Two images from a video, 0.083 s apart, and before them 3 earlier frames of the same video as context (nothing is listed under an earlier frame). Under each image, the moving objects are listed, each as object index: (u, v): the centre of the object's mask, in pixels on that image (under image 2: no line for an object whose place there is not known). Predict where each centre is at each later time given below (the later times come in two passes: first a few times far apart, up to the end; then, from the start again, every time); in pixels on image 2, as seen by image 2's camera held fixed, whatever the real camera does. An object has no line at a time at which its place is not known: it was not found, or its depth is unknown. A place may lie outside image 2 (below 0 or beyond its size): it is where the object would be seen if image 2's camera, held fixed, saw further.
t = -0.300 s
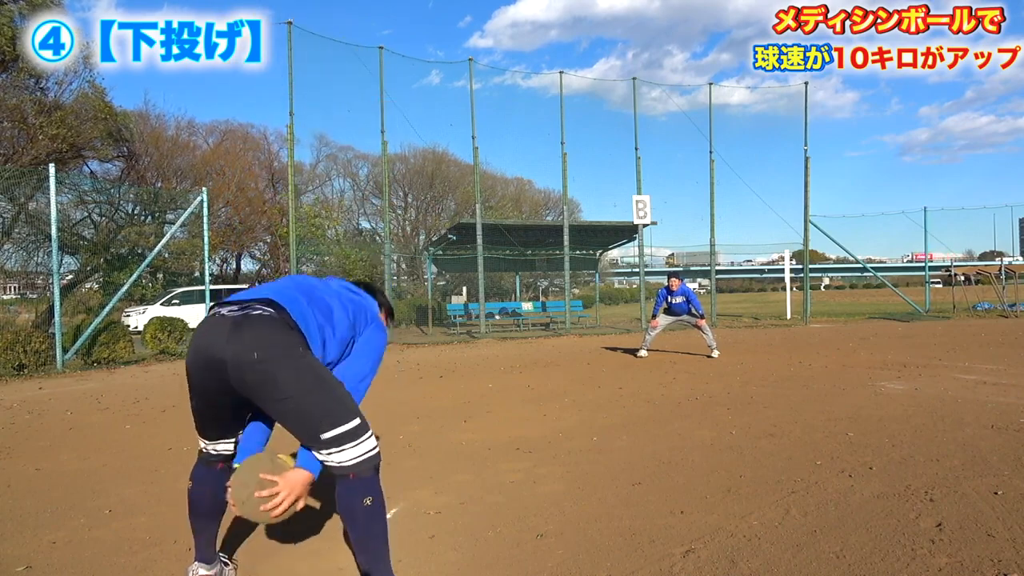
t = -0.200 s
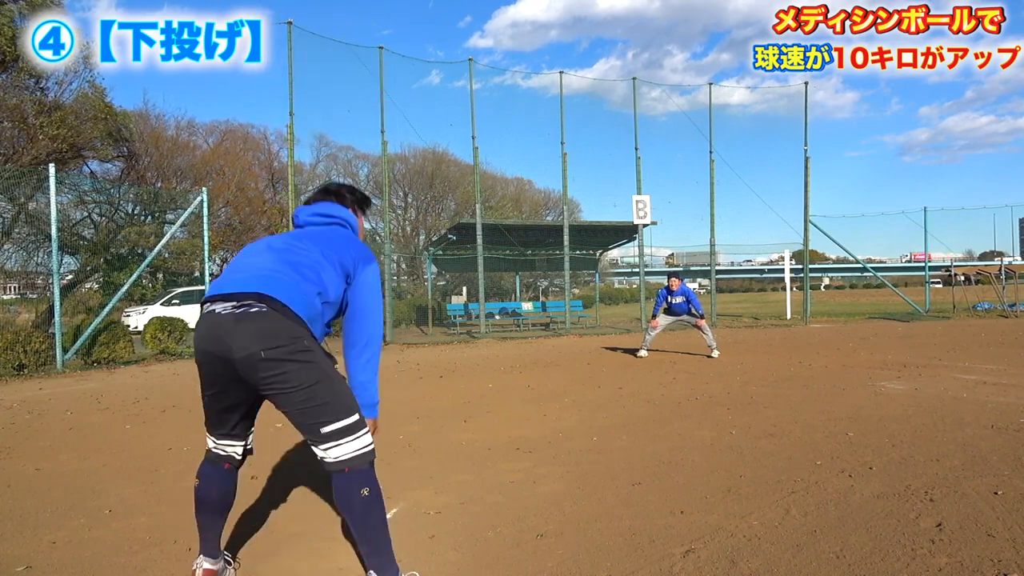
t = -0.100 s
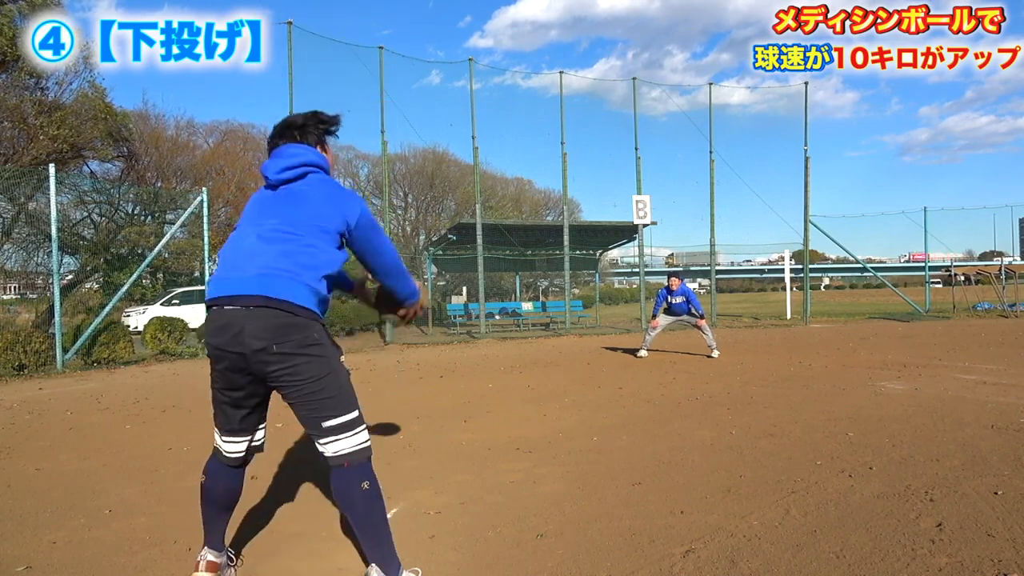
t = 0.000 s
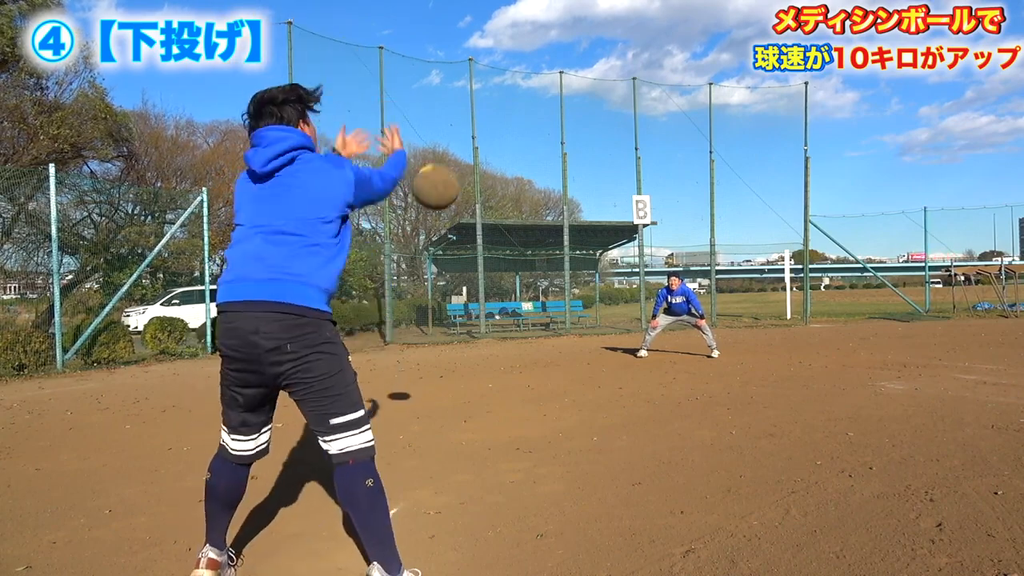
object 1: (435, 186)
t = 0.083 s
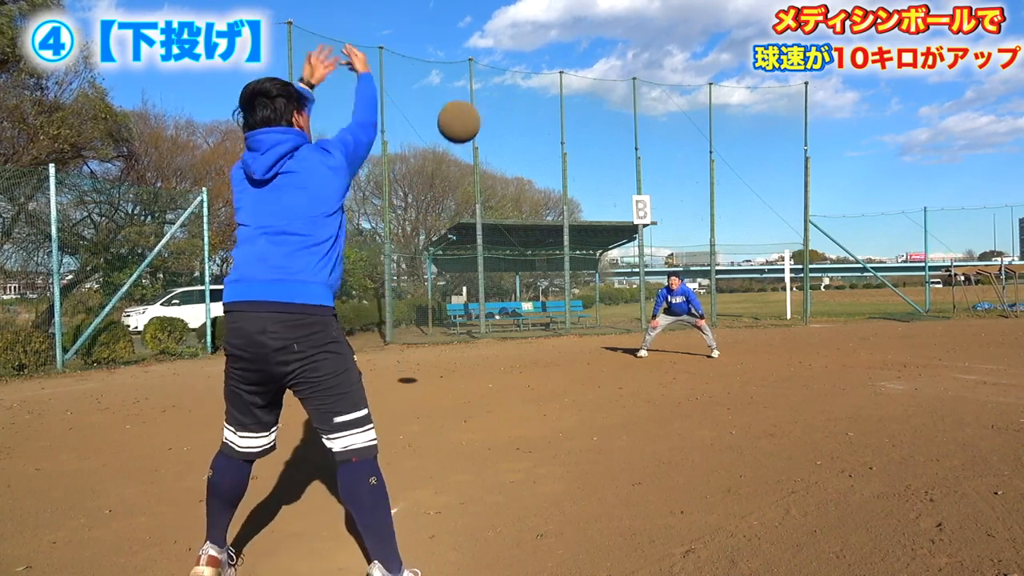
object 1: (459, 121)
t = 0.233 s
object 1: (492, 55)
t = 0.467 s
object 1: (532, 38)
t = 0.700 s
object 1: (562, 86)
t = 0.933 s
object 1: (586, 175)
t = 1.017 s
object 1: (593, 213)
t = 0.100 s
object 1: (463, 111)
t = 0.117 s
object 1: (467, 102)
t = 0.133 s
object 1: (471, 93)
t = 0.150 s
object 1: (475, 85)
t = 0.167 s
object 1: (479, 78)
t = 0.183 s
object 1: (482, 71)
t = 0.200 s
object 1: (486, 65)
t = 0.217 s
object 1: (489, 60)
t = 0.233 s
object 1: (492, 55)
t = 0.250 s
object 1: (495, 51)
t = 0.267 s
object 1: (499, 47)
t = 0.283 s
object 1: (502, 44)
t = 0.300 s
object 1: (505, 41)
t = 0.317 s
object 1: (508, 39)
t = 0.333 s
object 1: (511, 37)
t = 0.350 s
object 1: (513, 36)
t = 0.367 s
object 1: (516, 35)
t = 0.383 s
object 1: (519, 35)
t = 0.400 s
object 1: (522, 35)
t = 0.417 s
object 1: (524, 35)
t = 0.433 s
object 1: (527, 36)
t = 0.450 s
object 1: (529, 37)
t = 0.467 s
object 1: (532, 38)
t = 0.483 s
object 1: (534, 40)
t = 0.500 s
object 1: (536, 42)
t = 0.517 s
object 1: (539, 44)
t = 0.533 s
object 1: (541, 47)
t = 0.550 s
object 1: (543, 49)
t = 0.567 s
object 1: (546, 53)
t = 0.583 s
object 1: (548, 56)
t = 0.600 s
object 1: (550, 59)
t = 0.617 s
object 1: (552, 63)
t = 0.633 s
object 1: (554, 68)
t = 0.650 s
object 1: (556, 72)
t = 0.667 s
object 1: (558, 77)
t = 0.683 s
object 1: (560, 81)
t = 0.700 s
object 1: (562, 86)
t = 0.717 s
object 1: (564, 92)
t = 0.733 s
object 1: (565, 97)
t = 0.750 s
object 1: (567, 103)
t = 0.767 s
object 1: (569, 109)
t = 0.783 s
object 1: (571, 114)
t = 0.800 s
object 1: (573, 121)
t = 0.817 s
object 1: (575, 127)
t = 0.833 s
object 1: (576, 133)
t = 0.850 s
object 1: (578, 140)
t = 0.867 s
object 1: (580, 146)
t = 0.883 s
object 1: (581, 153)
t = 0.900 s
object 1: (583, 161)
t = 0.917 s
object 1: (584, 168)
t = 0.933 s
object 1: (586, 175)
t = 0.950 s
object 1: (587, 182)
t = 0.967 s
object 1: (589, 190)
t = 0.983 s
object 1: (590, 198)
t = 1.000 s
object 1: (592, 206)
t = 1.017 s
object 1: (593, 213)
